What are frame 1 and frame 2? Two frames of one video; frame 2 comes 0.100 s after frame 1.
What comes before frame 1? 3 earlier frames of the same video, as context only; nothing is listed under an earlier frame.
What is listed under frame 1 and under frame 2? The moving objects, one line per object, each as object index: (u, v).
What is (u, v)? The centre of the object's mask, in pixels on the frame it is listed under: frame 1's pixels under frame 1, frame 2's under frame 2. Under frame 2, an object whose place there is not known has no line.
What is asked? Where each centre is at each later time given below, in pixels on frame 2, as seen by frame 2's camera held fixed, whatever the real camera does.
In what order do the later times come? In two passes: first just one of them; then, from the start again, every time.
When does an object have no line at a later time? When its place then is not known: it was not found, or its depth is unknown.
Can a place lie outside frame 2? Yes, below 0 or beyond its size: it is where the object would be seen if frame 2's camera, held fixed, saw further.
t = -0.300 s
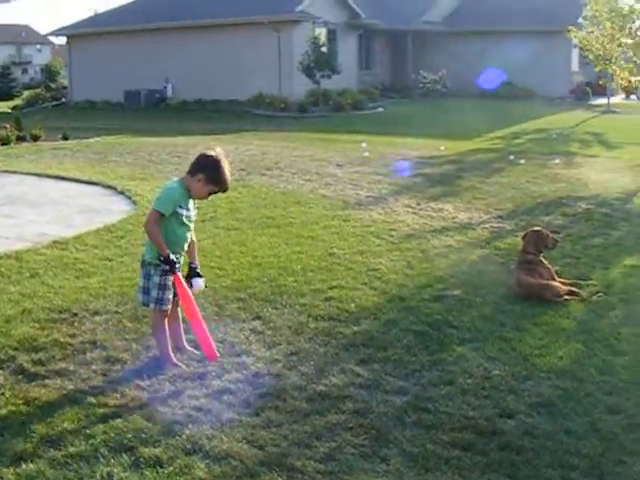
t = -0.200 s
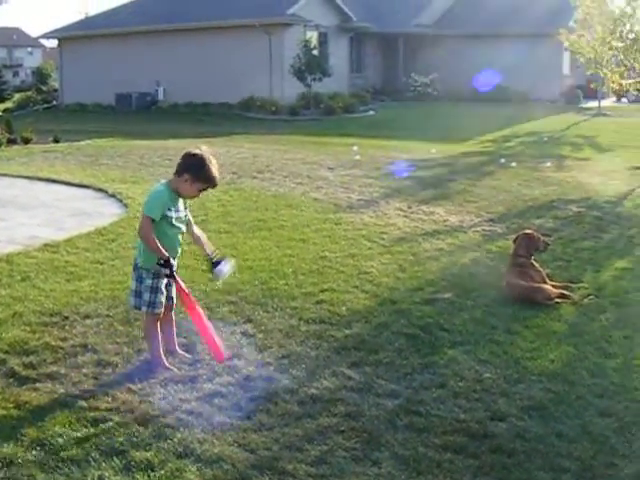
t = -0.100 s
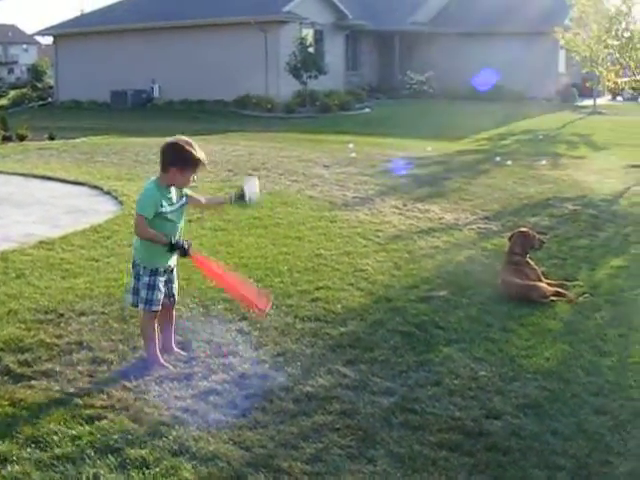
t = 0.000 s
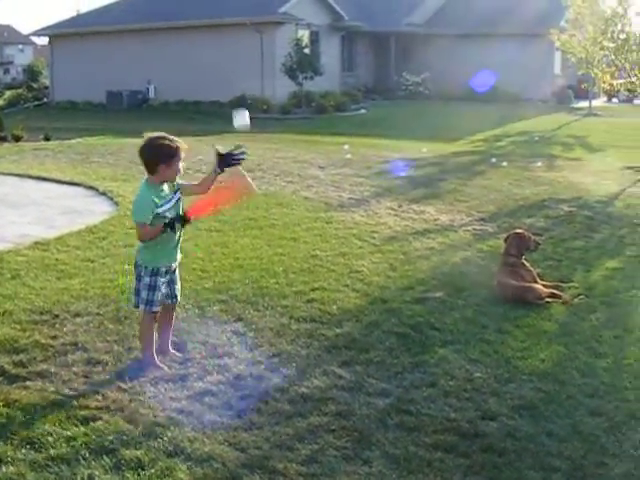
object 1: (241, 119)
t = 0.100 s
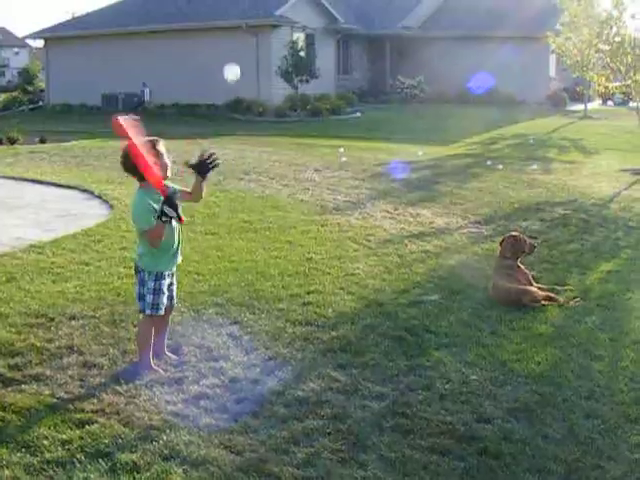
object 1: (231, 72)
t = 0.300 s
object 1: (222, 37)
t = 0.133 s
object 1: (230, 61)
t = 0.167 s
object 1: (228, 51)
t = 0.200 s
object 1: (227, 44)
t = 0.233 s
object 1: (225, 39)
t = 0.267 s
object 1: (224, 37)
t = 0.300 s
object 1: (222, 37)
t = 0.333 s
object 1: (220, 40)
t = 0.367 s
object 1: (219, 45)
